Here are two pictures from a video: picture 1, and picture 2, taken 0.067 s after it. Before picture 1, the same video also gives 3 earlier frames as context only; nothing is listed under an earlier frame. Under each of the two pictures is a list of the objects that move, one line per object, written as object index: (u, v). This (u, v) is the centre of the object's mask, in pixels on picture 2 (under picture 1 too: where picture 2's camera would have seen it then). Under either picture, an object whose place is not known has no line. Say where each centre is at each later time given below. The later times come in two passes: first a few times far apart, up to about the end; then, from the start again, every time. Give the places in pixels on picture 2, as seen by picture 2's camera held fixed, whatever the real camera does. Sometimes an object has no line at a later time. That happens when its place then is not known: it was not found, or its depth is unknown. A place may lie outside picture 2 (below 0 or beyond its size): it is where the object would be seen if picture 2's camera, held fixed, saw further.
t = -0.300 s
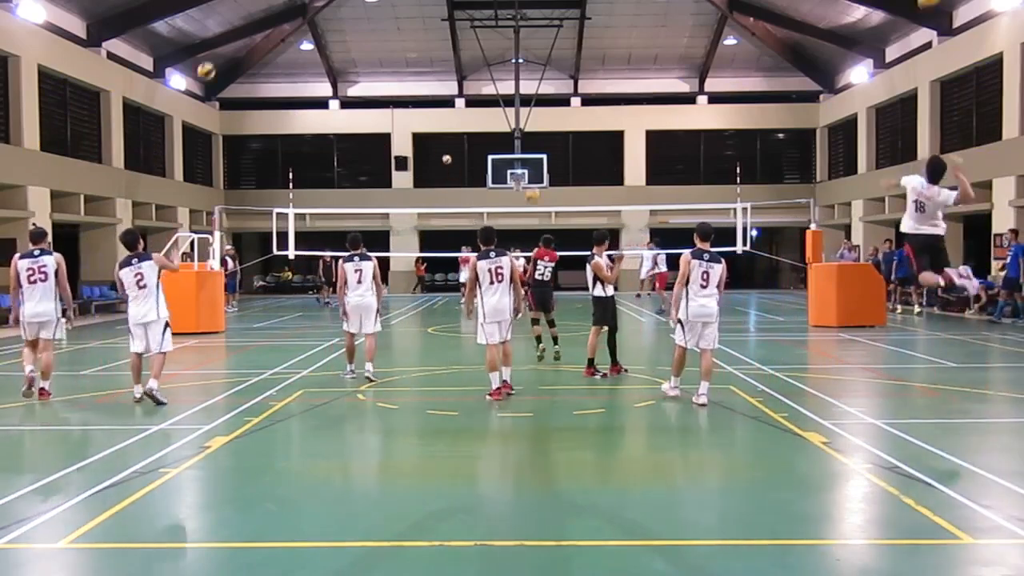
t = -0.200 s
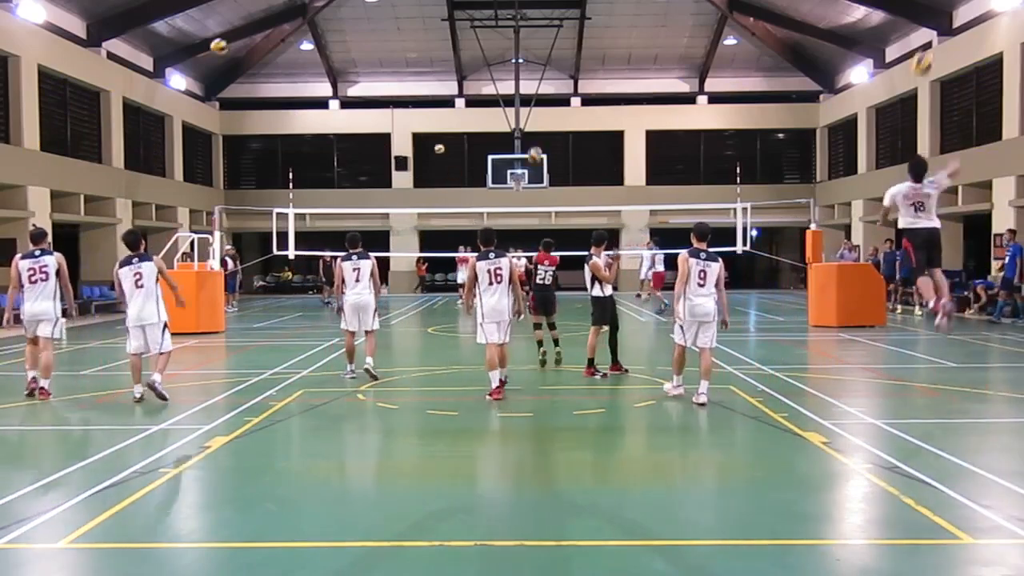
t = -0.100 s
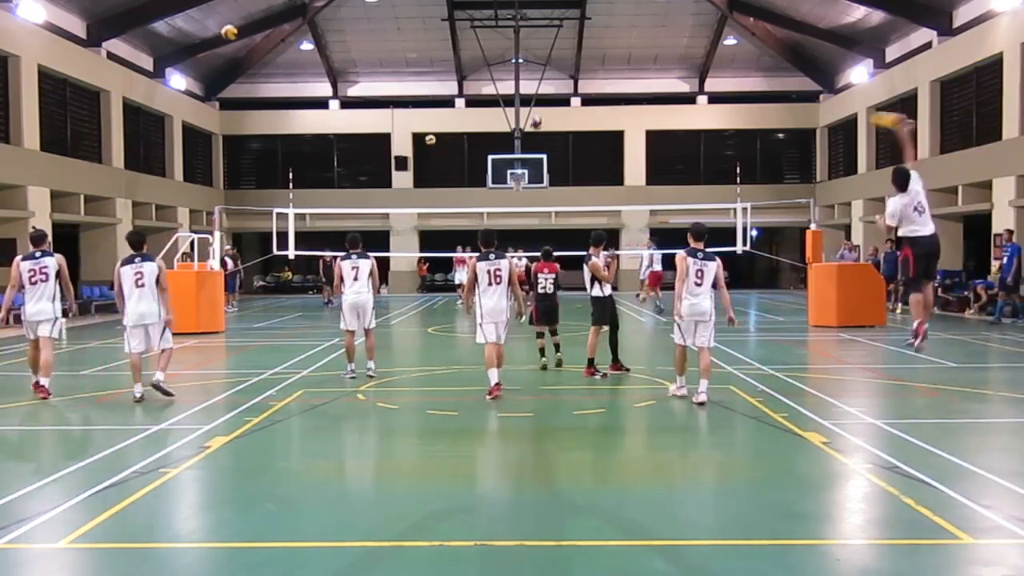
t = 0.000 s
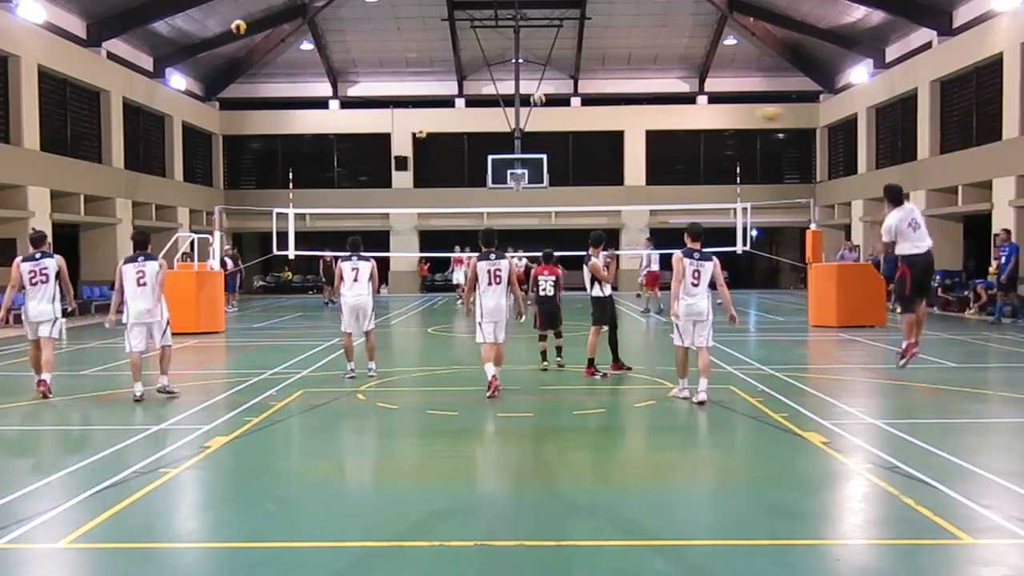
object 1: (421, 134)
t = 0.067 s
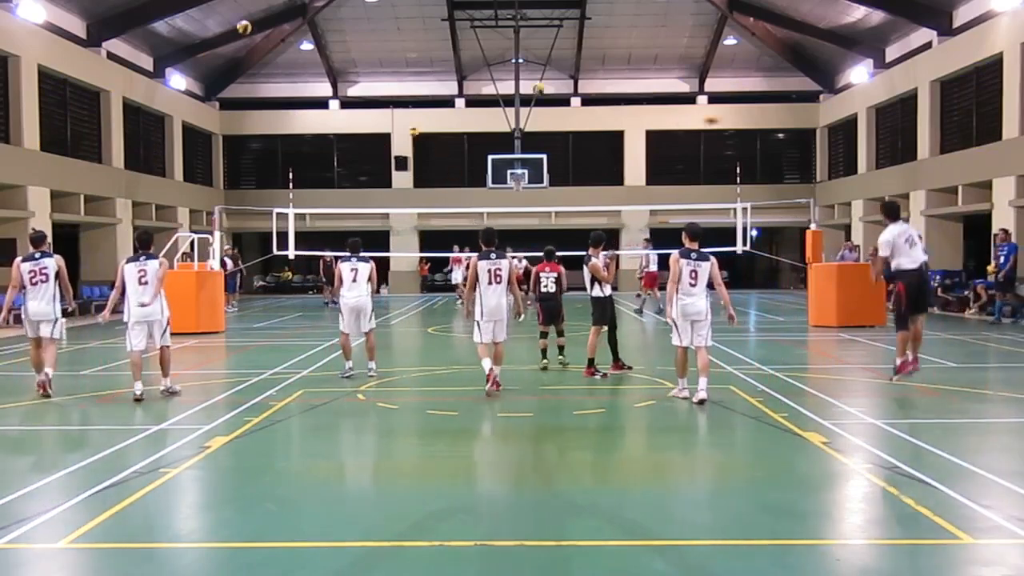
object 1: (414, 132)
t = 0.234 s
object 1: (395, 133)
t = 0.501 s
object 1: (367, 169)
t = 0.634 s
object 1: (352, 209)
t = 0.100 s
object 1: (410, 131)
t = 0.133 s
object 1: (405, 130)
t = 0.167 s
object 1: (402, 130)
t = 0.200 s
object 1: (399, 131)
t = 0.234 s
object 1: (395, 133)
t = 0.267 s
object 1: (391, 135)
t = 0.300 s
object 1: (387, 137)
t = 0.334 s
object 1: (384, 140)
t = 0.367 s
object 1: (381, 144)
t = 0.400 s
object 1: (378, 149)
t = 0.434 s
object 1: (374, 155)
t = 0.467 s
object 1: (371, 162)
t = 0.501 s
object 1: (367, 169)
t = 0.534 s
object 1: (364, 178)
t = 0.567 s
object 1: (360, 187)
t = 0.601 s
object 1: (356, 198)
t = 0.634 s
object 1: (352, 209)
